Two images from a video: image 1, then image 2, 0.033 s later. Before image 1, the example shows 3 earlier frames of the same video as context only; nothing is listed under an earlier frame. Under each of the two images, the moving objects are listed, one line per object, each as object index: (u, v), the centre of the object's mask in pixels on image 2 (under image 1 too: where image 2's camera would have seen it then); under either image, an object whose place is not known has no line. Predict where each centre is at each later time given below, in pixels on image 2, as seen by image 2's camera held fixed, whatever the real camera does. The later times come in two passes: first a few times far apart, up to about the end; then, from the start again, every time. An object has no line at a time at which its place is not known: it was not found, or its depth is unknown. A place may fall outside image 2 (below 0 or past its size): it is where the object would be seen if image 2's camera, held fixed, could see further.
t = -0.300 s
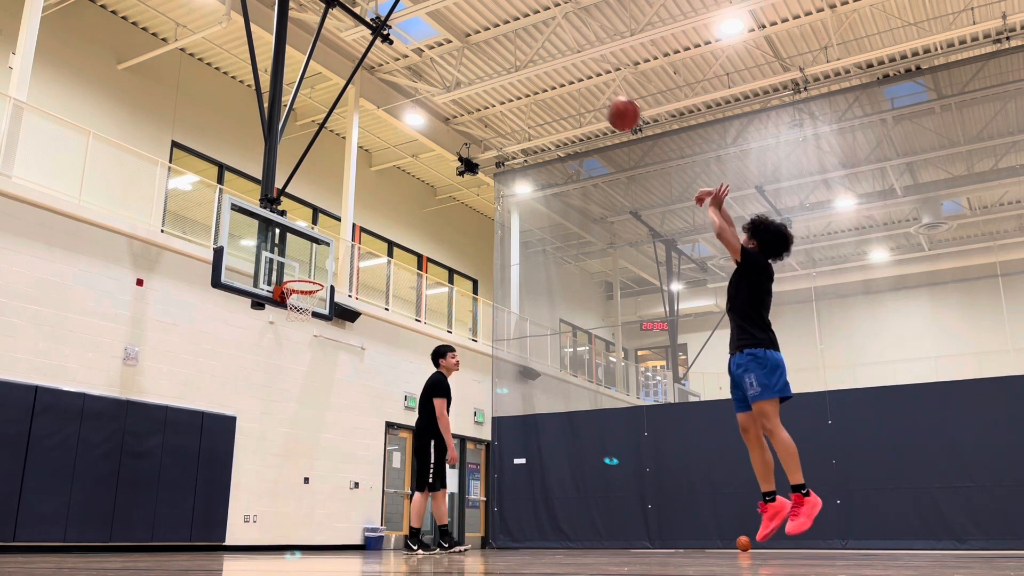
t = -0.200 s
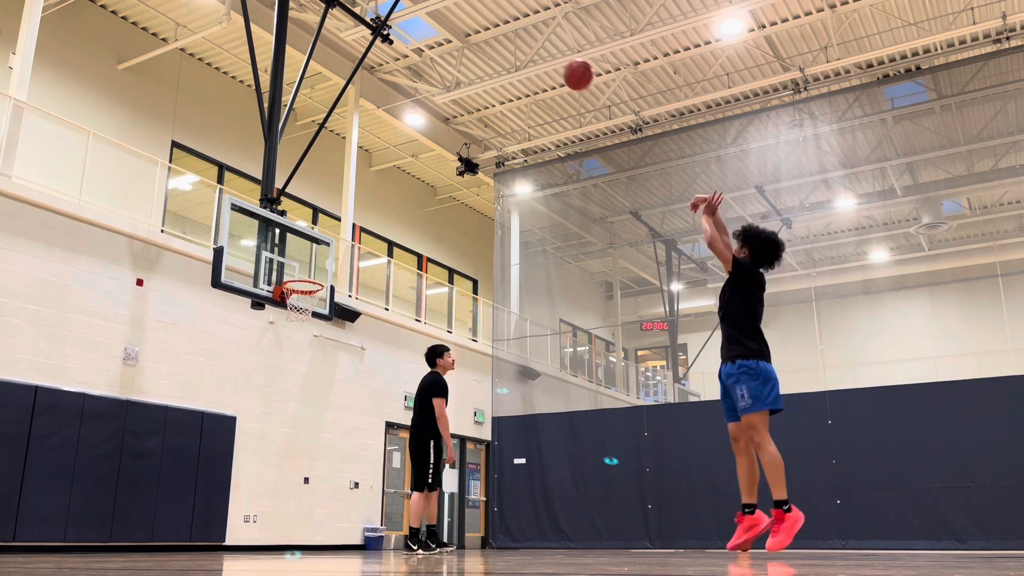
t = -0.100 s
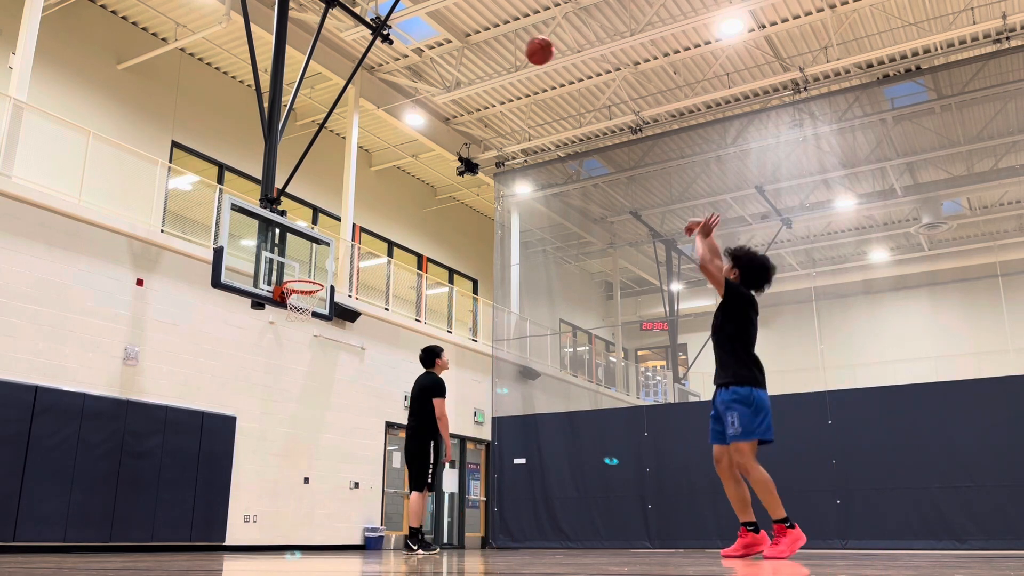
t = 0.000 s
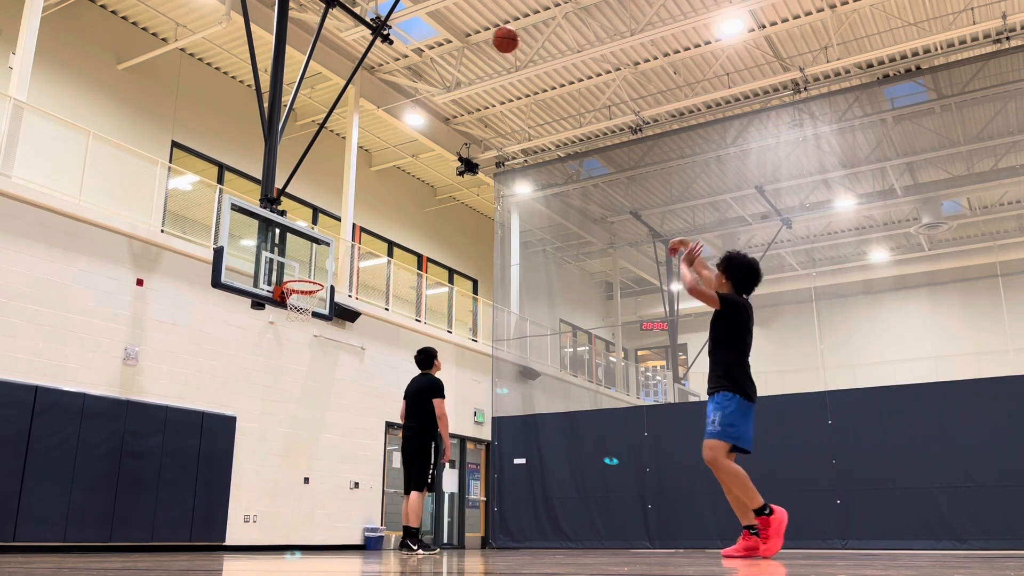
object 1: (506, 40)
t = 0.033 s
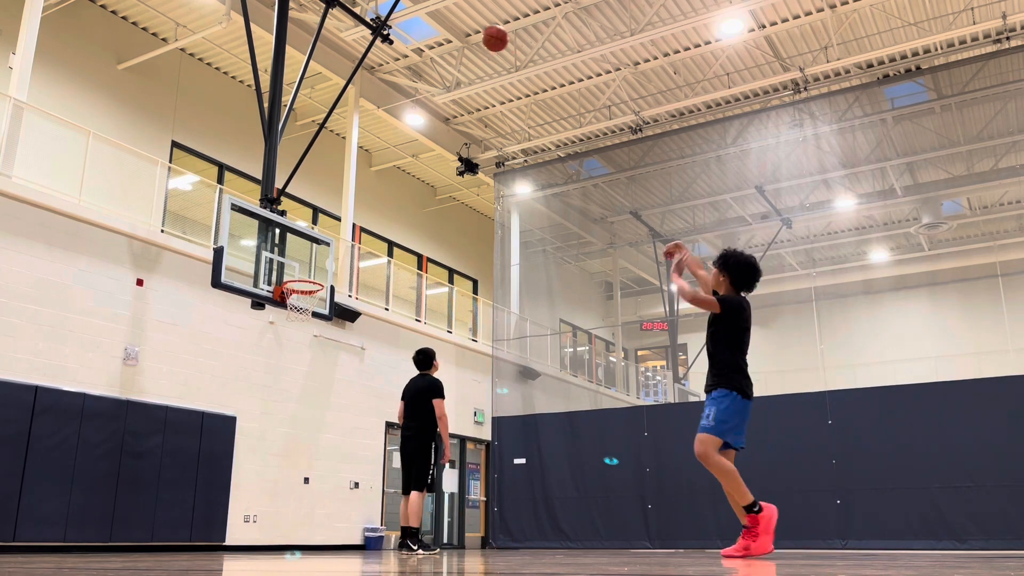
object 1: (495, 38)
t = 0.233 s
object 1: (440, 52)
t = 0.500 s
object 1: (378, 116)
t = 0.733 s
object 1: (331, 207)
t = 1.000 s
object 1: (292, 311)
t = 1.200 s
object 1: (287, 334)
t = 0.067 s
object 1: (485, 38)
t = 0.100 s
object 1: (476, 39)
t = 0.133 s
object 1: (466, 41)
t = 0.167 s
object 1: (457, 44)
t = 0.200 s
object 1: (449, 47)
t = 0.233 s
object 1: (440, 52)
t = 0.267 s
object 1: (432, 57)
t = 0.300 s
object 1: (424, 64)
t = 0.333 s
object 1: (416, 71)
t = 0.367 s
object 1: (408, 78)
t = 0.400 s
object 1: (400, 87)
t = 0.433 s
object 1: (393, 96)
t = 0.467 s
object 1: (386, 105)
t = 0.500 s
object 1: (378, 116)
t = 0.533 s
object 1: (372, 127)
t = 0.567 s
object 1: (365, 139)
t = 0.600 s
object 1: (358, 151)
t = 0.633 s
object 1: (351, 164)
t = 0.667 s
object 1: (344, 178)
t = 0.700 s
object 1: (338, 192)
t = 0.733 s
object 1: (331, 207)
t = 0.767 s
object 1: (325, 223)
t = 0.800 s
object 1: (318, 239)
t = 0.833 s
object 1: (312, 256)
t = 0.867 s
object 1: (306, 272)
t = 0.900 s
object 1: (299, 291)
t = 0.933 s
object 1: (294, 307)
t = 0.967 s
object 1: (291, 310)
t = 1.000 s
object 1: (292, 311)
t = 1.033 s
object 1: (291, 312)
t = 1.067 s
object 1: (290, 315)
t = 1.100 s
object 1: (289, 318)
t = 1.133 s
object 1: (288, 322)
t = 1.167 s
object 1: (288, 328)
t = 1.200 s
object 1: (287, 334)
